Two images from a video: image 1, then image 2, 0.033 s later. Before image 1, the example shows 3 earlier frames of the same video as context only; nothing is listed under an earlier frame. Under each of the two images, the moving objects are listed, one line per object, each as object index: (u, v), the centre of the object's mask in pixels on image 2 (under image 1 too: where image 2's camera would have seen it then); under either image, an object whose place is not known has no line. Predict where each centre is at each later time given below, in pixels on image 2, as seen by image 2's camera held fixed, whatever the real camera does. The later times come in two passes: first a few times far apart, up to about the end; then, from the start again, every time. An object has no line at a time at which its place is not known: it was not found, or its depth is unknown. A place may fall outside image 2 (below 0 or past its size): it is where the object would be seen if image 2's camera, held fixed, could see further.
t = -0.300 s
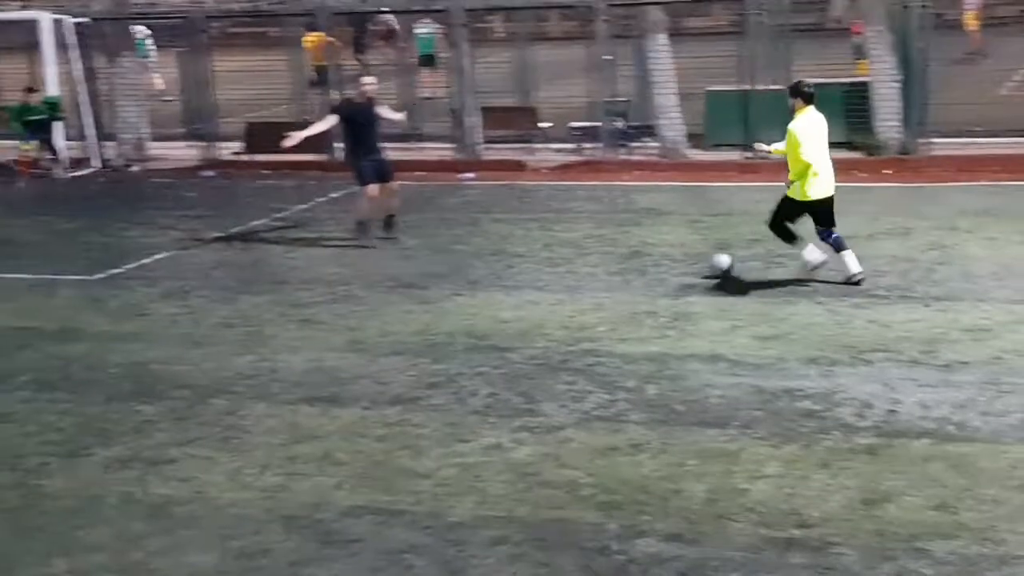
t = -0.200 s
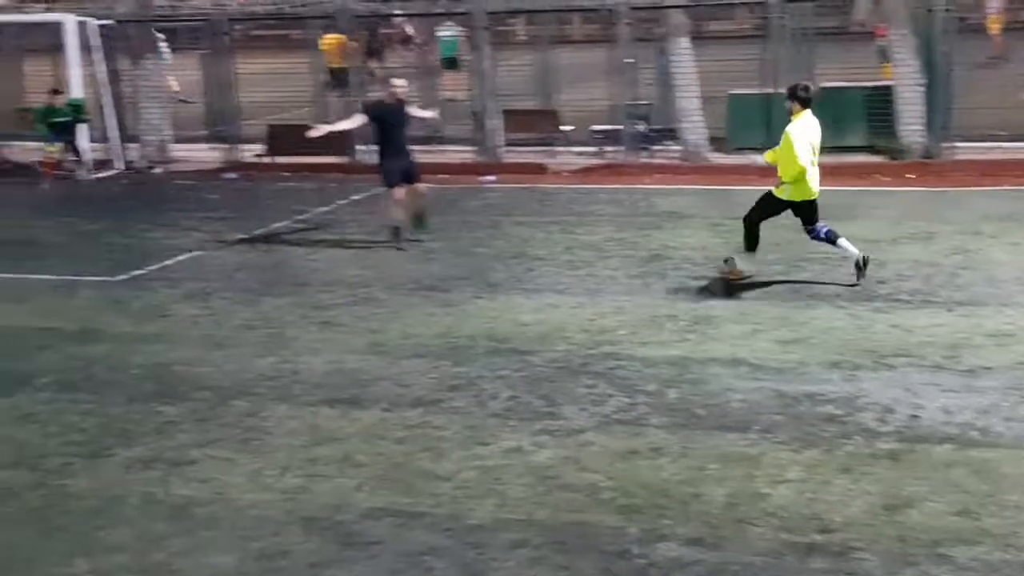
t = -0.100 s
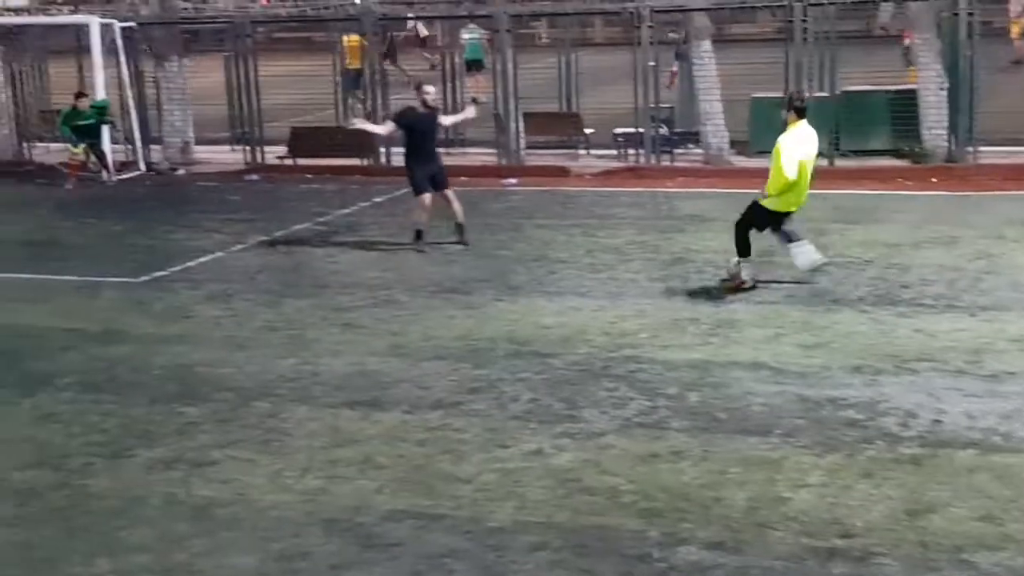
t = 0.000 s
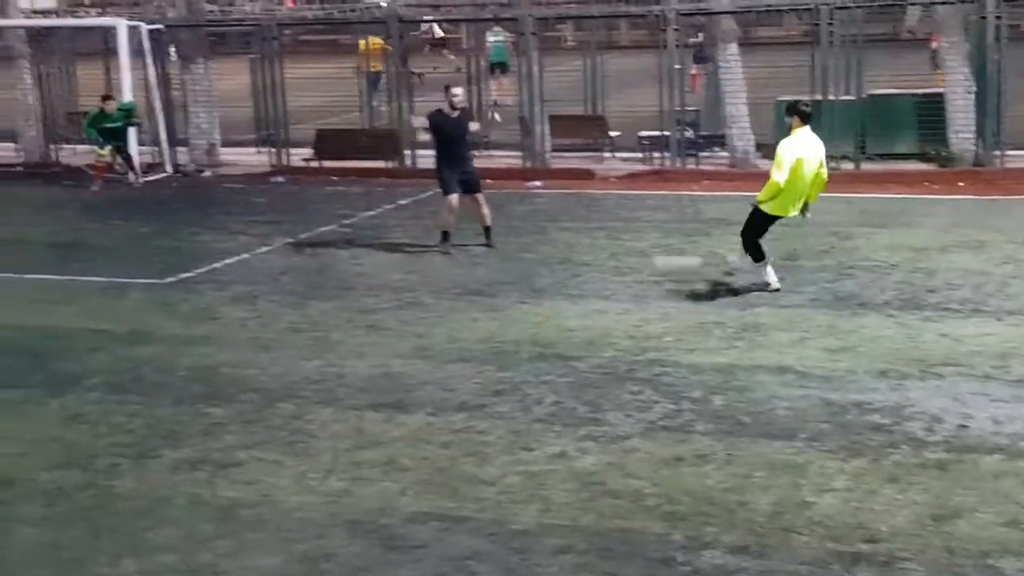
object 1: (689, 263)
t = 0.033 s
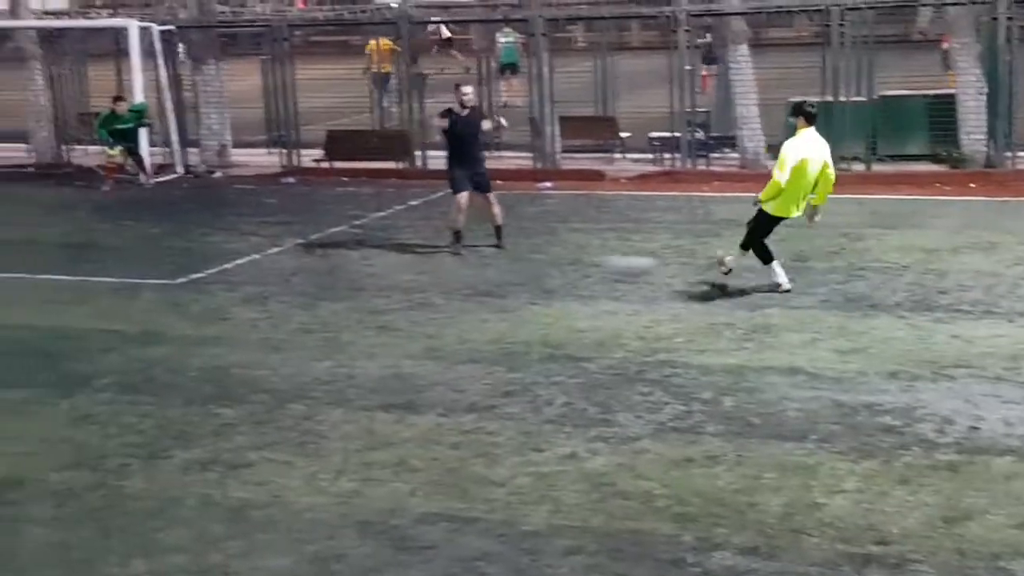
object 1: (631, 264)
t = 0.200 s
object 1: (374, 260)
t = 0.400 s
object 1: (138, 256)
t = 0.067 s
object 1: (575, 265)
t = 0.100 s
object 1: (521, 266)
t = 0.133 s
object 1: (469, 265)
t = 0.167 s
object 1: (419, 263)
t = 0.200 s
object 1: (374, 260)
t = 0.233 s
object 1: (336, 257)
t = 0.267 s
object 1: (292, 255)
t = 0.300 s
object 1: (253, 257)
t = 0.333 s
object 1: (210, 260)
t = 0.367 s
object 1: (172, 261)
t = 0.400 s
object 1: (138, 256)
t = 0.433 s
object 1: (98, 250)
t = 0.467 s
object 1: (69, 245)
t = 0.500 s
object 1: (37, 243)
